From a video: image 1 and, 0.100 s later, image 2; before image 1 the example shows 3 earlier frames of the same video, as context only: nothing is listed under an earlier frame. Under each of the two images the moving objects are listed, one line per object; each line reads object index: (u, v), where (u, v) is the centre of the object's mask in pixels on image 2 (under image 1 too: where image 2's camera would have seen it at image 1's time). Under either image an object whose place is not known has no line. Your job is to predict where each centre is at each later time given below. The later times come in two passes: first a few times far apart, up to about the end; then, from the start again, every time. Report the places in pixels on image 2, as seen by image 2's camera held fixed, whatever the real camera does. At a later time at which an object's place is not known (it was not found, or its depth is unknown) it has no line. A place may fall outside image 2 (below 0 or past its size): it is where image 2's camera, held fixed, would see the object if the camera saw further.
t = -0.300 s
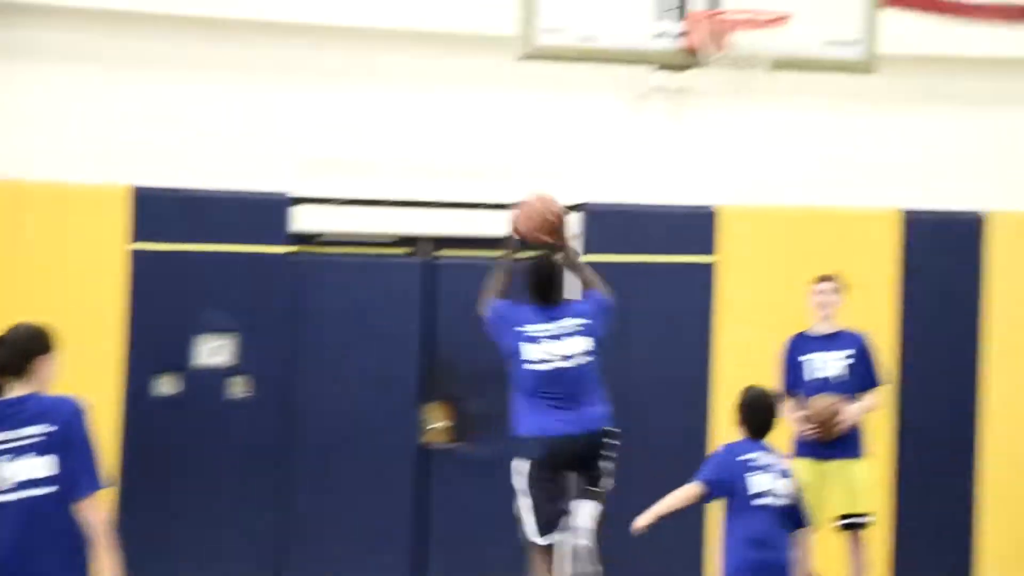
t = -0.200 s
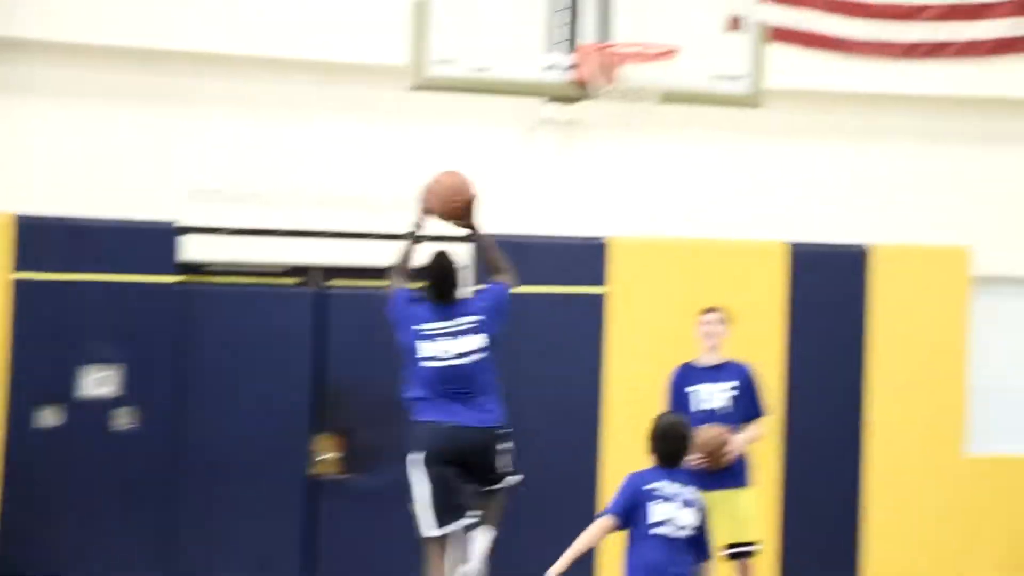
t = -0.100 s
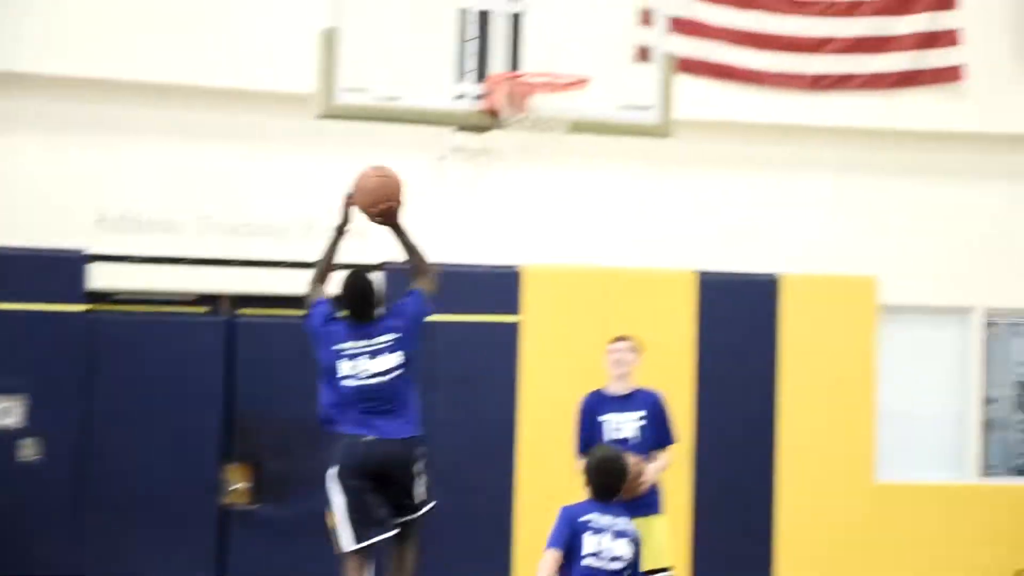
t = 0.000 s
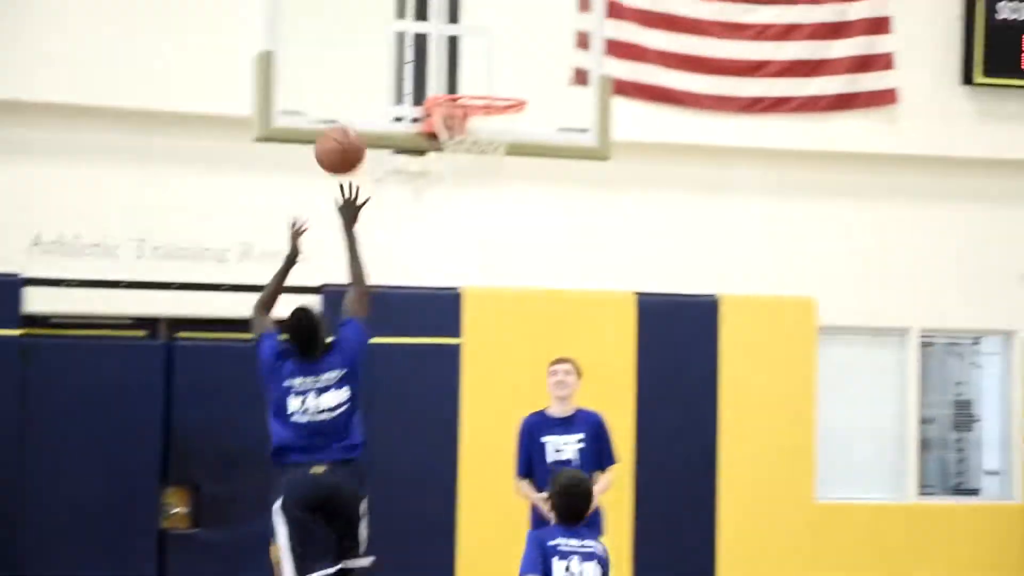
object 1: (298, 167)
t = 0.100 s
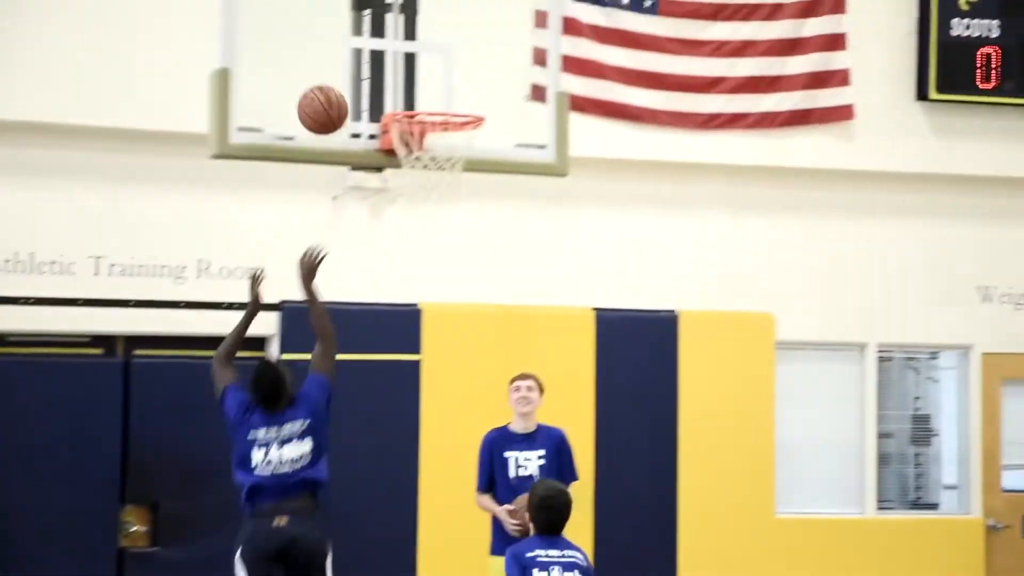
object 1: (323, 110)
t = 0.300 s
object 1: (373, 66)
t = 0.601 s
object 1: (467, 162)
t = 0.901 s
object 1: (456, 302)
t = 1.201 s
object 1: (443, 636)
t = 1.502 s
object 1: (401, 527)
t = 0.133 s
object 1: (330, 96)
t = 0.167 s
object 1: (338, 85)
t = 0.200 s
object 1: (345, 76)
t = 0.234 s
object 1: (353, 69)
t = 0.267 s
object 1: (362, 66)
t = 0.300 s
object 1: (373, 66)
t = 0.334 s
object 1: (386, 70)
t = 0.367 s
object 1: (394, 75)
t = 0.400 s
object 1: (407, 82)
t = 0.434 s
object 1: (418, 91)
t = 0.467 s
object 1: (430, 98)
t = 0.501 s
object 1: (443, 118)
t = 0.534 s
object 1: (453, 137)
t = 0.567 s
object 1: (463, 153)
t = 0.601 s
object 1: (467, 162)
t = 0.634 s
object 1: (465, 177)
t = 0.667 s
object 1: (465, 178)
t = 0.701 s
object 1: (465, 189)
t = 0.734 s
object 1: (463, 202)
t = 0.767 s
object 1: (462, 217)
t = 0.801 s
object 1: (460, 235)
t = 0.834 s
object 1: (459, 255)
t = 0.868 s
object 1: (458, 278)
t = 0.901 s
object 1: (456, 302)
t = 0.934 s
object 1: (455, 329)
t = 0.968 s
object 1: (453, 358)
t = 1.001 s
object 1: (452, 390)
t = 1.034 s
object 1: (451, 423)
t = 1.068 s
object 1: (450, 460)
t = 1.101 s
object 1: (448, 500)
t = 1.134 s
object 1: (446, 542)
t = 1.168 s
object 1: (444, 587)
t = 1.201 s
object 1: (443, 636)
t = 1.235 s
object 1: (441, 688)
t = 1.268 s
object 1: (441, 740)
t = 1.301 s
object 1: (435, 730)
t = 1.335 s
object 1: (429, 691)
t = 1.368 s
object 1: (422, 652)
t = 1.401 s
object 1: (417, 616)
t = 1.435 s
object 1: (411, 584)
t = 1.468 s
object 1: (406, 554)
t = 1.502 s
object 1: (401, 527)
